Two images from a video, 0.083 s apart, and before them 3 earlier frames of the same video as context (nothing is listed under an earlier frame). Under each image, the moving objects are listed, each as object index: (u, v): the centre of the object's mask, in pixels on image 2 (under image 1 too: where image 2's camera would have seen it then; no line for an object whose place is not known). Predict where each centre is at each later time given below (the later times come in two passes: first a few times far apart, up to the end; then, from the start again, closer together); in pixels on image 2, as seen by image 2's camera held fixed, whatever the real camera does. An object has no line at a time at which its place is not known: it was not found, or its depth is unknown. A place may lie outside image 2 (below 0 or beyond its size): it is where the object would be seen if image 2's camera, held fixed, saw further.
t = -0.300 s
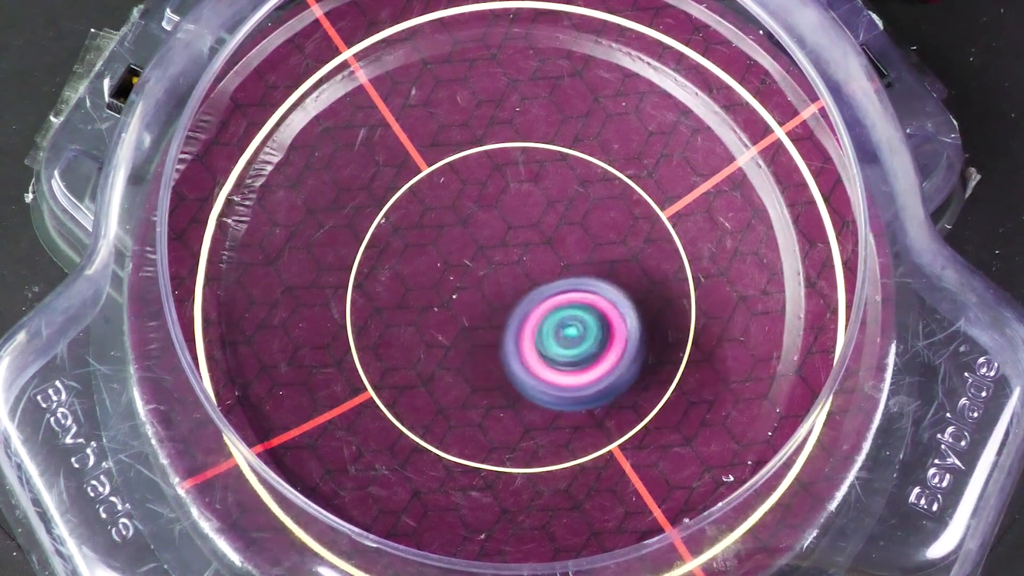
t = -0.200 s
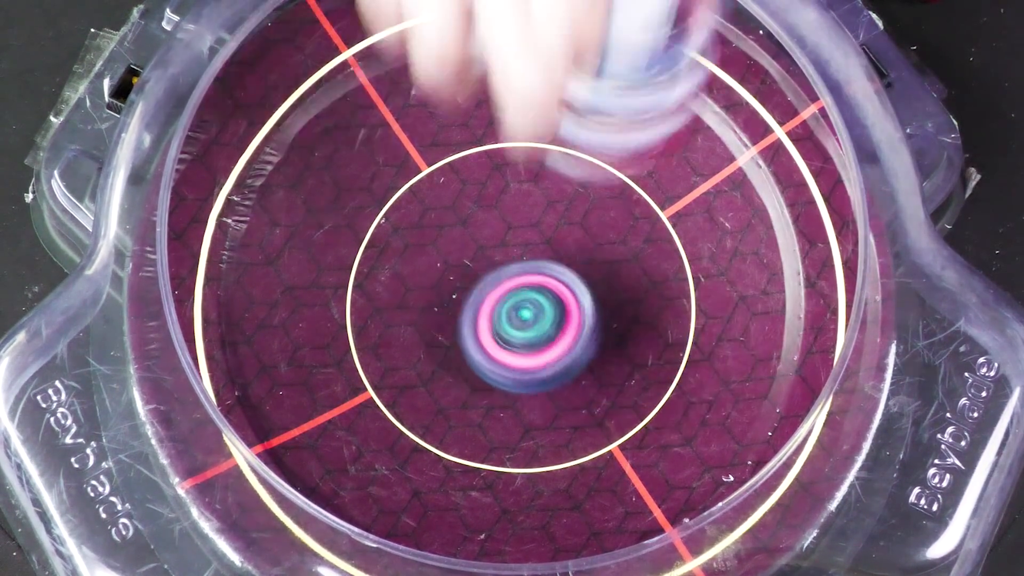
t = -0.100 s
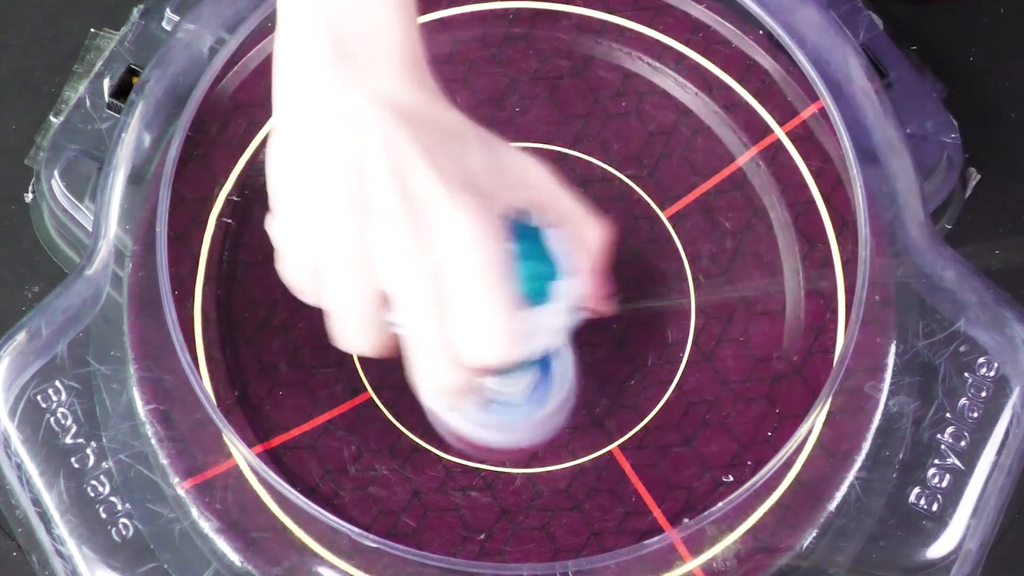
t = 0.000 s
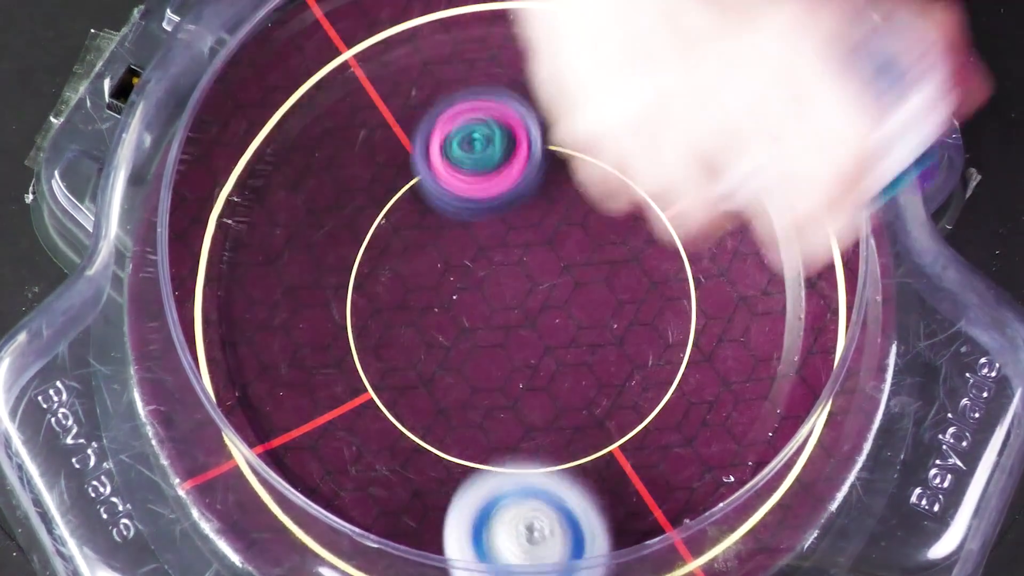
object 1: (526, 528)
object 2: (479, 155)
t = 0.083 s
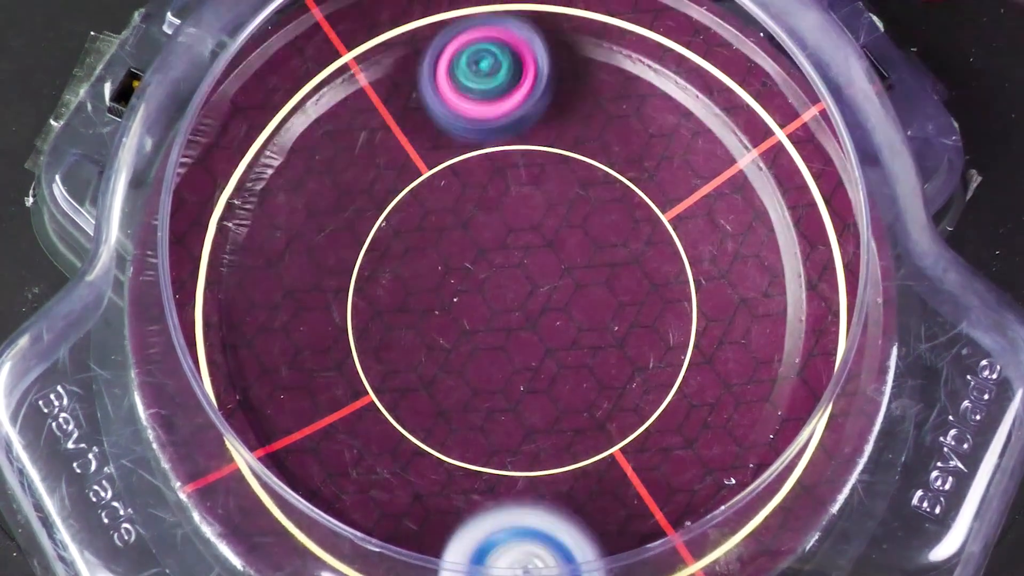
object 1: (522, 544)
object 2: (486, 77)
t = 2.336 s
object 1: (663, 432)
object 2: (426, 291)
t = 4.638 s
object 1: (262, 311)
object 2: (443, 313)
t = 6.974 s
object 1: (487, 255)
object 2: (618, 90)
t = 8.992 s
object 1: (489, 380)
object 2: (657, 330)
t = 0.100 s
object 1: (519, 541)
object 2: (491, 68)
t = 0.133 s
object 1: (514, 537)
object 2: (502, 55)
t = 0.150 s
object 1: (512, 534)
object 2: (509, 52)
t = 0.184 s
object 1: (507, 527)
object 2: (526, 48)
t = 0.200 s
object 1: (504, 522)
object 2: (535, 48)
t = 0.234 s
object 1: (496, 512)
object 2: (556, 52)
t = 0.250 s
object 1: (490, 506)
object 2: (568, 55)
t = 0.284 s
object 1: (481, 482)
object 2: (591, 66)
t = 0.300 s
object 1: (476, 471)
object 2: (602, 75)
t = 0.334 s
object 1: (471, 448)
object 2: (626, 97)
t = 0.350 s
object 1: (471, 436)
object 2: (639, 109)
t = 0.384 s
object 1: (478, 409)
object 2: (660, 138)
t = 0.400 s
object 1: (483, 396)
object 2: (670, 153)
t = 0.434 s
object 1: (498, 368)
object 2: (687, 185)
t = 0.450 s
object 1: (508, 355)
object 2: (694, 201)
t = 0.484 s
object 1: (529, 329)
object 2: (702, 237)
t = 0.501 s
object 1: (542, 314)
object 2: (704, 254)
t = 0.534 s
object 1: (556, 297)
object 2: (713, 281)
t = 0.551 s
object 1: (556, 292)
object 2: (728, 287)
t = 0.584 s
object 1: (556, 286)
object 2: (750, 302)
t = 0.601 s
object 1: (561, 284)
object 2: (757, 309)
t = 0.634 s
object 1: (566, 282)
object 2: (763, 322)
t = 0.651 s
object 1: (571, 282)
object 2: (762, 329)
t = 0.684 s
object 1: (583, 282)
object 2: (753, 341)
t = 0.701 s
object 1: (589, 282)
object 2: (746, 347)
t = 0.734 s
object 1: (589, 282)
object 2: (750, 361)
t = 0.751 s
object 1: (574, 276)
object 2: (763, 371)
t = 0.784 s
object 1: (549, 268)
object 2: (787, 390)
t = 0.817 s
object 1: (528, 261)
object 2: (798, 410)
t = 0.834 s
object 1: (520, 259)
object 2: (798, 417)
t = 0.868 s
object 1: (509, 252)
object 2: (793, 430)
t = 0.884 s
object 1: (506, 248)
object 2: (787, 435)
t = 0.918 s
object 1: (504, 243)
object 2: (770, 442)
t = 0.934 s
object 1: (505, 240)
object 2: (760, 445)
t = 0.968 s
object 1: (511, 235)
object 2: (725, 439)
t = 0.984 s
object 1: (519, 233)
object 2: (719, 449)
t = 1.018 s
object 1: (534, 227)
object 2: (687, 448)
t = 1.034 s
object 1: (542, 225)
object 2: (670, 448)
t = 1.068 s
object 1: (566, 221)
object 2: (632, 441)
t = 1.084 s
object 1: (578, 220)
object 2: (614, 436)
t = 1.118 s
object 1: (606, 218)
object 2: (577, 422)
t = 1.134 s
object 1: (621, 218)
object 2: (559, 413)
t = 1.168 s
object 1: (654, 224)
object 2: (528, 396)
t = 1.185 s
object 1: (665, 228)
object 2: (514, 386)
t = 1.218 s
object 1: (689, 242)
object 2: (485, 359)
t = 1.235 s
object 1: (698, 251)
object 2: (474, 346)
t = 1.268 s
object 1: (709, 272)
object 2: (454, 317)
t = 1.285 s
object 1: (711, 284)
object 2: (447, 303)
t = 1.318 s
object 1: (712, 311)
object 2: (434, 270)
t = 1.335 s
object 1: (709, 323)
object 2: (431, 255)
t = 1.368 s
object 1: (697, 350)
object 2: (427, 221)
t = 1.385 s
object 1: (689, 362)
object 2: (428, 205)
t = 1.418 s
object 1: (666, 383)
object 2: (432, 173)
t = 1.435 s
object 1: (652, 393)
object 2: (436, 159)
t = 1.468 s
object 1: (620, 407)
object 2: (447, 131)
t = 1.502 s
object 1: (585, 411)
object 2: (464, 104)
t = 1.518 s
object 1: (566, 410)
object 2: (472, 94)
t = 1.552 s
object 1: (533, 400)
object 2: (494, 76)
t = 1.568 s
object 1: (515, 391)
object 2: (505, 69)
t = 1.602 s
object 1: (482, 369)
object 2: (531, 59)
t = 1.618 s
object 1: (467, 352)
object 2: (545, 55)
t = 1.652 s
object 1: (441, 317)
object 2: (572, 52)
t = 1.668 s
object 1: (431, 298)
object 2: (586, 52)
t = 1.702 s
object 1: (418, 256)
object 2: (613, 54)
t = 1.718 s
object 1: (413, 243)
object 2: (625, 58)
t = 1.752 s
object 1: (412, 201)
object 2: (649, 72)
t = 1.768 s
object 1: (413, 181)
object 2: (659, 82)
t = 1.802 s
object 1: (424, 136)
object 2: (678, 104)
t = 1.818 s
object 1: (430, 119)
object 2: (685, 115)
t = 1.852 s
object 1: (451, 90)
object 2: (695, 139)
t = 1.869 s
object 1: (464, 79)
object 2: (699, 151)
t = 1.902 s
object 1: (490, 64)
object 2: (702, 177)
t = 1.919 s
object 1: (507, 58)
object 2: (701, 190)
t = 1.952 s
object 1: (539, 55)
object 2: (696, 216)
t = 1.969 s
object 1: (557, 55)
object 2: (691, 228)
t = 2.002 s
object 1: (595, 58)
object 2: (677, 252)
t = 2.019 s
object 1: (616, 63)
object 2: (668, 263)
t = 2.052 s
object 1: (657, 77)
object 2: (648, 282)
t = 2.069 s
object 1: (678, 89)
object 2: (636, 291)
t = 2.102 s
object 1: (716, 123)
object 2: (612, 305)
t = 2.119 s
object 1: (733, 132)
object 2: (599, 311)
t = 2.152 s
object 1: (761, 172)
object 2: (571, 320)
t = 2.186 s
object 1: (775, 233)
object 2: (542, 324)
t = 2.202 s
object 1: (777, 250)
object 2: (528, 324)
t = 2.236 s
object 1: (768, 302)
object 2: (500, 322)
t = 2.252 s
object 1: (759, 328)
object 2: (487, 320)
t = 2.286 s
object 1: (727, 383)
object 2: (460, 310)
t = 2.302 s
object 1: (708, 402)
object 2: (448, 305)
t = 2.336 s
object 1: (663, 432)
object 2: (426, 291)
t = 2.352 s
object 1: (637, 442)
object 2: (417, 283)
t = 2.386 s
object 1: (577, 454)
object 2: (398, 265)
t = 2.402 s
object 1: (545, 456)
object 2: (391, 255)
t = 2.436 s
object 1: (484, 449)
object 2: (380, 235)
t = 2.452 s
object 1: (455, 441)
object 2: (375, 224)
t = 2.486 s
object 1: (402, 417)
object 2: (370, 204)
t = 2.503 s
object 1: (378, 402)
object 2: (370, 195)
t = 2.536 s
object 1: (337, 368)
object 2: (372, 175)
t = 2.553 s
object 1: (321, 348)
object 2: (374, 166)
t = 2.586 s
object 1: (294, 306)
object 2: (382, 149)
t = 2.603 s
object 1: (285, 283)
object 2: (387, 142)
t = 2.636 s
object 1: (275, 238)
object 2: (400, 129)
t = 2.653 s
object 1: (273, 214)
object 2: (408, 124)
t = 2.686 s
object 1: (276, 165)
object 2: (425, 115)
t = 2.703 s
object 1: (281, 142)
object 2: (434, 112)
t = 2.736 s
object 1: (299, 99)
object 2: (452, 107)
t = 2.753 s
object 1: (315, 80)
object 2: (462, 106)
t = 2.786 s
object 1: (347, 57)
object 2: (486, 108)
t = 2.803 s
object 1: (361, 49)
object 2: (500, 110)
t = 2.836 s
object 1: (392, 35)
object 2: (525, 117)
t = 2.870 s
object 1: (425, 25)
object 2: (548, 129)
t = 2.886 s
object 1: (443, 20)
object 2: (557, 135)
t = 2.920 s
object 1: (482, 14)
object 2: (571, 151)
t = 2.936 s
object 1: (503, 11)
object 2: (578, 161)
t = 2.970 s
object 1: (542, 10)
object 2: (586, 181)
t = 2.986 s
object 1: (563, 11)
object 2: (589, 192)
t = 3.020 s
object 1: (602, 16)
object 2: (590, 214)
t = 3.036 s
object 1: (619, 20)
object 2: (589, 224)
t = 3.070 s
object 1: (636, 38)
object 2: (584, 246)
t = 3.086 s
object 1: (644, 50)
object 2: (580, 256)
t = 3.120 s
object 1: (659, 84)
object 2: (570, 277)
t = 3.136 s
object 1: (666, 111)
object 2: (564, 285)
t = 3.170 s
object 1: (673, 162)
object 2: (550, 302)
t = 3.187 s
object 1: (672, 198)
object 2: (542, 309)
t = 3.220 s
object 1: (663, 255)
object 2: (525, 323)
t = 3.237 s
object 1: (662, 277)
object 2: (505, 333)
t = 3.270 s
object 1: (661, 313)
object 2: (456, 356)
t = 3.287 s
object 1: (656, 331)
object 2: (433, 365)
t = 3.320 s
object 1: (638, 365)
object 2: (386, 379)
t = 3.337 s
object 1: (625, 380)
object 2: (365, 383)
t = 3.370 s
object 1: (592, 407)
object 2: (326, 386)
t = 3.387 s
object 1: (575, 410)
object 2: (309, 385)
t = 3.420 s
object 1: (534, 425)
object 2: (281, 375)
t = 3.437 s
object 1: (512, 432)
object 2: (271, 367)
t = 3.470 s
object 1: (464, 436)
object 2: (248, 351)
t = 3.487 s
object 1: (440, 435)
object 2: (242, 340)
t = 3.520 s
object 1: (392, 426)
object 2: (245, 314)
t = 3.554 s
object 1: (347, 408)
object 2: (249, 290)
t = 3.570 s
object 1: (328, 397)
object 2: (254, 277)
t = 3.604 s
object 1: (299, 379)
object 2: (261, 242)
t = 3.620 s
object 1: (287, 369)
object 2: (267, 224)
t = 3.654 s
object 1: (269, 343)
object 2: (280, 190)
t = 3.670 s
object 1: (261, 329)
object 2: (288, 175)
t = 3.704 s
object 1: (249, 295)
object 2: (309, 153)
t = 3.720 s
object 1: (245, 277)
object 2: (321, 144)
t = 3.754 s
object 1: (245, 246)
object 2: (347, 131)
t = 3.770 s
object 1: (249, 218)
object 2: (361, 127)
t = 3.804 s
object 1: (264, 182)
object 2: (389, 121)
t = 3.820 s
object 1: (272, 168)
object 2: (407, 118)
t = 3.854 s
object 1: (289, 147)
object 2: (456, 110)
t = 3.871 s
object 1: (302, 139)
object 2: (479, 108)
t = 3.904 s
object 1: (333, 123)
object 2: (525, 110)
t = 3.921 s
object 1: (352, 117)
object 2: (547, 114)
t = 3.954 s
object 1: (394, 112)
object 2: (589, 127)
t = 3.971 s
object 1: (415, 114)
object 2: (608, 137)
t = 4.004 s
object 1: (462, 123)
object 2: (640, 160)
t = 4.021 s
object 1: (485, 130)
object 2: (654, 174)
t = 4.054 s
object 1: (529, 152)
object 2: (677, 204)
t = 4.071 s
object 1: (548, 165)
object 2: (691, 221)
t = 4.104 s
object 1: (550, 192)
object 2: (755, 265)
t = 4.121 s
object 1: (549, 209)
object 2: (781, 287)
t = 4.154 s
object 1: (550, 241)
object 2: (813, 327)
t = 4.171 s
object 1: (549, 260)
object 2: (821, 350)
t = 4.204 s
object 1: (544, 296)
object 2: (837, 404)
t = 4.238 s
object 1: (534, 328)
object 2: (836, 451)
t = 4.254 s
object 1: (528, 344)
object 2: (830, 469)
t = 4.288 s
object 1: (511, 377)
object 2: (811, 508)
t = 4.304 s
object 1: (501, 389)
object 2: (796, 518)
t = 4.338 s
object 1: (480, 409)
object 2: (757, 520)
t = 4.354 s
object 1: (468, 416)
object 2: (737, 515)
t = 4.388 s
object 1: (440, 427)
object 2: (693, 505)
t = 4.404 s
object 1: (425, 430)
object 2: (672, 497)
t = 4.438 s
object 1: (397, 430)
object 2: (628, 481)
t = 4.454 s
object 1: (383, 427)
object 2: (606, 472)
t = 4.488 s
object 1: (355, 417)
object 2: (560, 447)
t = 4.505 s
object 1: (342, 410)
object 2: (541, 435)
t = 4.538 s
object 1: (318, 392)
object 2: (504, 407)
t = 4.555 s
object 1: (309, 380)
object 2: (486, 395)
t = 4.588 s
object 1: (294, 353)
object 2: (454, 364)
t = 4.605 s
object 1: (289, 338)
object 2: (442, 350)
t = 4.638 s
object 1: (262, 311)
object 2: (443, 313)
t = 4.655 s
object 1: (251, 295)
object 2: (448, 295)
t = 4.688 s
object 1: (238, 262)
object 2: (462, 262)
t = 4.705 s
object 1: (237, 245)
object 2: (470, 247)
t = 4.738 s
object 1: (244, 213)
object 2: (486, 219)
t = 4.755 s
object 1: (253, 198)
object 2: (494, 208)
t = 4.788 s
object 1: (279, 170)
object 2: (513, 186)
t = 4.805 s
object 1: (295, 156)
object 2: (523, 178)
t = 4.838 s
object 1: (331, 136)
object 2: (544, 165)
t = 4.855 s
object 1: (353, 130)
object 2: (554, 161)
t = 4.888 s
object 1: (391, 122)
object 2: (575, 156)
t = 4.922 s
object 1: (435, 126)
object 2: (596, 155)
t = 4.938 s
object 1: (454, 129)
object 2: (607, 156)
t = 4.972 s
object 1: (482, 142)
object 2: (647, 157)
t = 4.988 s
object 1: (491, 153)
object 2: (672, 160)
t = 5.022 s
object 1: (511, 175)
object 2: (716, 168)
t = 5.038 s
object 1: (522, 190)
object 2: (733, 174)
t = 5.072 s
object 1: (539, 217)
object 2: (762, 187)
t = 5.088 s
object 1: (548, 235)
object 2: (772, 196)
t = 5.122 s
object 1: (556, 265)
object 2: (782, 220)
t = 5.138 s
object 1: (561, 280)
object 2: (784, 235)
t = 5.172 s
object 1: (564, 311)
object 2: (780, 268)
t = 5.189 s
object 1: (564, 325)
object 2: (775, 284)
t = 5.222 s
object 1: (558, 355)
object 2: (765, 311)
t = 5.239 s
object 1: (553, 370)
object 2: (758, 322)
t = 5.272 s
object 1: (540, 395)
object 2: (739, 343)
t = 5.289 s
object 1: (531, 407)
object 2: (729, 352)
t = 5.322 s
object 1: (513, 425)
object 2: (707, 367)
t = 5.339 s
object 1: (502, 432)
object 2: (695, 374)
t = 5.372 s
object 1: (478, 442)
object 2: (671, 381)
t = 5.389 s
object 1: (465, 446)
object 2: (658, 384)
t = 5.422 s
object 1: (439, 447)
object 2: (634, 384)
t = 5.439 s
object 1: (426, 447)
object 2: (620, 383)
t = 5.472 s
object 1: (397, 438)
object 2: (596, 377)
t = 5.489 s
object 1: (384, 432)
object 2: (587, 375)
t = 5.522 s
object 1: (362, 413)
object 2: (565, 365)
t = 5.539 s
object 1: (352, 403)
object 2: (556, 360)
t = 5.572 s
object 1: (339, 374)
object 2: (537, 347)
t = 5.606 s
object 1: (335, 344)
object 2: (522, 333)
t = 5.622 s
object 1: (336, 329)
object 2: (515, 325)
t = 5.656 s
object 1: (344, 298)
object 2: (504, 309)
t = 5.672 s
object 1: (351, 283)
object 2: (500, 302)
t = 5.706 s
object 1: (353, 269)
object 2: (512, 279)
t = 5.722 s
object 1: (353, 251)
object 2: (523, 269)
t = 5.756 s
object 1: (359, 232)
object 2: (542, 247)
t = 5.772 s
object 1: (366, 224)
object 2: (551, 237)
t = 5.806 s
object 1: (386, 209)
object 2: (564, 221)
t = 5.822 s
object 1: (397, 203)
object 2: (569, 214)
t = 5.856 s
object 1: (425, 194)
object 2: (576, 203)
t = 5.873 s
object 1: (431, 191)
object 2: (589, 195)
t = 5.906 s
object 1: (429, 192)
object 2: (638, 179)
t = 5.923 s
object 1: (432, 194)
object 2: (662, 172)
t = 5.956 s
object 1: (444, 197)
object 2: (700, 162)
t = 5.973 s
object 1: (451, 199)
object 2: (714, 161)
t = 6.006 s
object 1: (473, 206)
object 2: (738, 162)
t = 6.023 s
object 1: (486, 211)
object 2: (747, 164)
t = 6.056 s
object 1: (509, 224)
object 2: (757, 175)
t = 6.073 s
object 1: (520, 233)
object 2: (759, 183)
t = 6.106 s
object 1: (540, 255)
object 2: (758, 200)
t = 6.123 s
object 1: (548, 265)
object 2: (756, 209)
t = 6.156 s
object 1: (560, 290)
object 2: (750, 225)
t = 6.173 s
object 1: (564, 303)
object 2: (746, 233)
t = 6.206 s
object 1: (567, 328)
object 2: (733, 248)
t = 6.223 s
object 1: (566, 340)
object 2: (726, 255)
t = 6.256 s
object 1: (559, 363)
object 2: (708, 269)
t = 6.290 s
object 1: (547, 385)
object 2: (688, 279)
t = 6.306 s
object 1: (540, 395)
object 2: (677, 284)
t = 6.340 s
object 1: (520, 410)
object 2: (655, 291)
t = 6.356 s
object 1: (508, 415)
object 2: (643, 293)
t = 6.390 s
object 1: (483, 421)
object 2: (620, 296)
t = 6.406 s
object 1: (471, 422)
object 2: (609, 296)
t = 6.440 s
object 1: (445, 417)
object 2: (586, 295)
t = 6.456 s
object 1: (431, 412)
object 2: (575, 293)
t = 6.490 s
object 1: (408, 397)
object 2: (554, 288)
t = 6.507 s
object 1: (399, 388)
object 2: (543, 284)
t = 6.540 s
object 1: (383, 363)
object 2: (524, 275)
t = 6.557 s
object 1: (378, 351)
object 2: (515, 270)
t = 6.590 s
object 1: (373, 323)
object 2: (499, 257)
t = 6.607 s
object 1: (373, 309)
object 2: (493, 249)
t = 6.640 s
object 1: (360, 295)
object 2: (500, 221)
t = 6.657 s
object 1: (354, 289)
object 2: (505, 206)
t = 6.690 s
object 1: (352, 273)
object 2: (514, 179)
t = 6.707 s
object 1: (353, 264)
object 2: (518, 167)
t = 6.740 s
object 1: (362, 244)
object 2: (523, 150)
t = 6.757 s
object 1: (370, 233)
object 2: (525, 144)
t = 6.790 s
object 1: (390, 217)
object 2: (529, 137)
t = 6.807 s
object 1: (401, 209)
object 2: (531, 134)
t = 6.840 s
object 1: (422, 204)
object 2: (543, 125)
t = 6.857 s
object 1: (426, 212)
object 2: (557, 110)
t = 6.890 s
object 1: (442, 217)
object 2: (582, 94)
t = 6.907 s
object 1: (451, 228)
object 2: (591, 90)
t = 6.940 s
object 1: (470, 238)
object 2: (607, 87)
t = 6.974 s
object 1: (487, 255)
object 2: (618, 90)
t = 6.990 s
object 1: (495, 265)
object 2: (622, 93)
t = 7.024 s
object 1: (508, 285)
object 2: (628, 100)
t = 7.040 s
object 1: (512, 299)
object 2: (630, 105)
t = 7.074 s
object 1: (519, 318)
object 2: (633, 117)
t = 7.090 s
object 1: (518, 328)
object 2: (633, 124)
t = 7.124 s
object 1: (518, 351)
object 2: (632, 138)
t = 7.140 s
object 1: (514, 360)
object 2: (631, 145)
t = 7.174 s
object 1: (506, 378)
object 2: (625, 159)
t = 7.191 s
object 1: (499, 386)
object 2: (621, 167)
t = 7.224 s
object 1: (485, 398)
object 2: (613, 182)
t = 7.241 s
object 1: (476, 404)
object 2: (609, 189)
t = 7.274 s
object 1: (457, 409)
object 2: (597, 203)
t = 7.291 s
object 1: (446, 409)
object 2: (591, 208)
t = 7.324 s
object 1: (425, 405)
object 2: (577, 220)
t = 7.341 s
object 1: (415, 401)
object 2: (571, 225)
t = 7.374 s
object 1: (399, 385)
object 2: (556, 234)
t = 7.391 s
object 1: (391, 376)
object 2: (548, 238)
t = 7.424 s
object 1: (383, 355)
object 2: (534, 246)
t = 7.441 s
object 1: (380, 342)
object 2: (527, 250)
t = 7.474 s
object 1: (383, 318)
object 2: (513, 256)
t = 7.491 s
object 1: (378, 312)
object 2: (514, 252)
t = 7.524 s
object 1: (364, 309)
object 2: (532, 231)
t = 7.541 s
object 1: (359, 306)
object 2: (539, 224)
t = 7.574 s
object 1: (354, 296)
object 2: (551, 208)
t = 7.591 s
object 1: (354, 289)
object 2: (556, 203)
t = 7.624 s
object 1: (358, 273)
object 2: (562, 196)
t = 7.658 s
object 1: (368, 266)
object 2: (565, 195)
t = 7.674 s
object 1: (378, 250)
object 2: (565, 195)
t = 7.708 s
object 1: (401, 241)
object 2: (563, 200)
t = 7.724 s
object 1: (414, 237)
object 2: (561, 202)
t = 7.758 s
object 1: (429, 240)
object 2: (571, 201)
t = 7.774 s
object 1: (435, 246)
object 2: (578, 200)
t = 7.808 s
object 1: (444, 259)
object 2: (591, 200)
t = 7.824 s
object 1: (449, 268)
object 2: (594, 202)
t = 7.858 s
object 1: (457, 282)
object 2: (599, 210)
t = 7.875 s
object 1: (461, 293)
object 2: (600, 214)
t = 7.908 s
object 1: (466, 309)
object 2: (600, 224)
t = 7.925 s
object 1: (466, 318)
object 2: (598, 229)
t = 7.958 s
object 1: (469, 334)
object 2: (595, 240)
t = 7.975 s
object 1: (466, 341)
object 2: (594, 245)
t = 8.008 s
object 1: (463, 356)
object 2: (588, 257)
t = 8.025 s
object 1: (460, 361)
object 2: (585, 261)
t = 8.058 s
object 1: (451, 372)
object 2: (579, 272)
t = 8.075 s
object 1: (447, 375)
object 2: (576, 276)
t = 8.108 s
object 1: (435, 379)
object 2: (568, 285)
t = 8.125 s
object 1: (430, 381)
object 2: (564, 288)
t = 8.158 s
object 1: (417, 377)
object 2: (555, 297)
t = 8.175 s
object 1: (412, 375)
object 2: (551, 300)
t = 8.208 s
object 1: (404, 363)
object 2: (542, 306)
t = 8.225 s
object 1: (400, 356)
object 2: (537, 309)
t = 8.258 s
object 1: (384, 345)
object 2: (545, 301)
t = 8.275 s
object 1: (379, 350)
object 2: (552, 294)
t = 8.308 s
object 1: (376, 329)
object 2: (561, 283)
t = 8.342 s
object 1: (380, 313)
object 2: (568, 275)
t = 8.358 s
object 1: (384, 306)
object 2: (571, 273)
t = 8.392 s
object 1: (400, 293)
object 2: (574, 271)
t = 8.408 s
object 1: (408, 287)
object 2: (575, 271)
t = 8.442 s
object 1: (429, 277)
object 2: (578, 273)
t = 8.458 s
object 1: (428, 276)
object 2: (597, 267)
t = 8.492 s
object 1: (420, 278)
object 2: (641, 253)
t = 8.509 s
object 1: (421, 278)
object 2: (663, 248)
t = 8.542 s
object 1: (428, 278)
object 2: (697, 238)
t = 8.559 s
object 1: (433, 279)
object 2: (711, 235)
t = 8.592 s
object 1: (446, 281)
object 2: (733, 232)
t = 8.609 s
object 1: (453, 284)
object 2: (742, 234)
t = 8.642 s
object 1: (468, 291)
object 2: (753, 239)
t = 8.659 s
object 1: (476, 294)
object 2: (756, 244)
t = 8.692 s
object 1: (490, 303)
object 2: (761, 253)
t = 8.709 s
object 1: (496, 309)
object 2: (761, 260)
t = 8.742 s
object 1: (507, 322)
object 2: (762, 271)
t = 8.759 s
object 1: (511, 328)
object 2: (759, 277)
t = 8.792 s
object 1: (518, 340)
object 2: (751, 288)
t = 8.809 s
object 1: (519, 347)
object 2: (746, 294)
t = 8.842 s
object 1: (520, 359)
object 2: (734, 304)
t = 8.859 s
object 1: (519, 366)
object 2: (727, 309)
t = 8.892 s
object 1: (514, 376)
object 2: (712, 317)
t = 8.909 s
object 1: (510, 379)
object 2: (704, 321)
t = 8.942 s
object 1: (501, 382)
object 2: (686, 326)
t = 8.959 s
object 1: (497, 383)
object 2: (676, 328)
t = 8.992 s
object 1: (489, 380)
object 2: (657, 330)
